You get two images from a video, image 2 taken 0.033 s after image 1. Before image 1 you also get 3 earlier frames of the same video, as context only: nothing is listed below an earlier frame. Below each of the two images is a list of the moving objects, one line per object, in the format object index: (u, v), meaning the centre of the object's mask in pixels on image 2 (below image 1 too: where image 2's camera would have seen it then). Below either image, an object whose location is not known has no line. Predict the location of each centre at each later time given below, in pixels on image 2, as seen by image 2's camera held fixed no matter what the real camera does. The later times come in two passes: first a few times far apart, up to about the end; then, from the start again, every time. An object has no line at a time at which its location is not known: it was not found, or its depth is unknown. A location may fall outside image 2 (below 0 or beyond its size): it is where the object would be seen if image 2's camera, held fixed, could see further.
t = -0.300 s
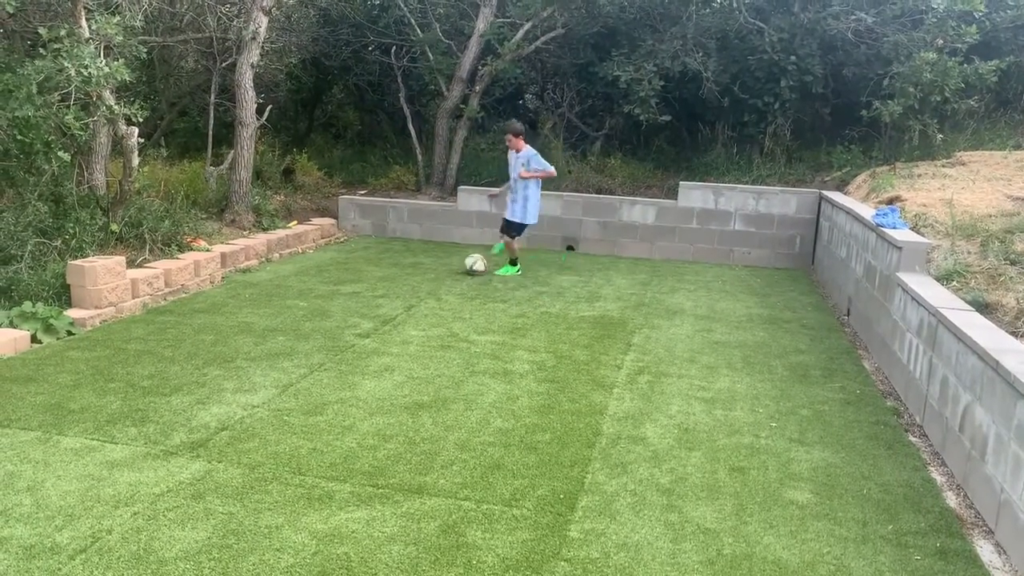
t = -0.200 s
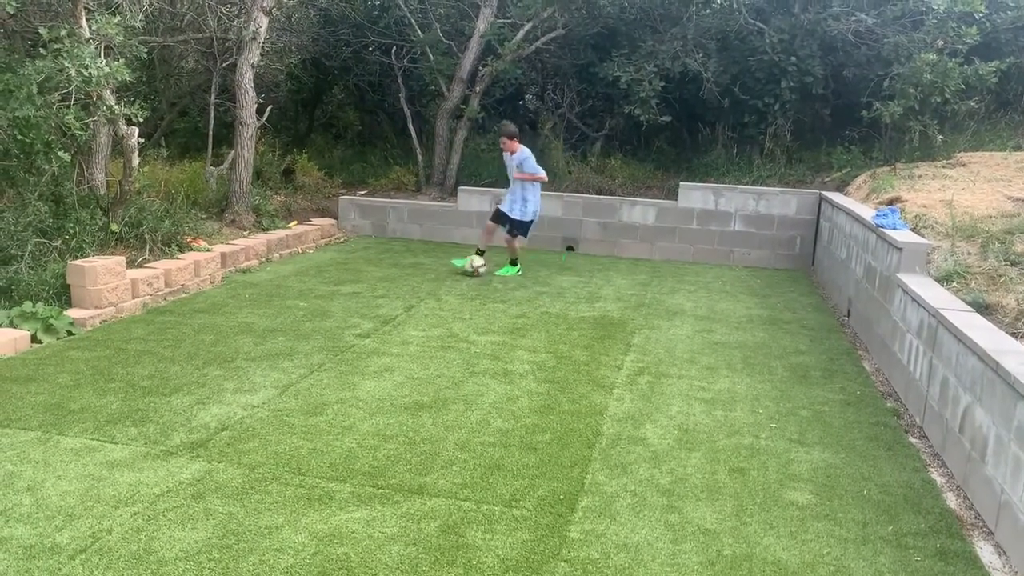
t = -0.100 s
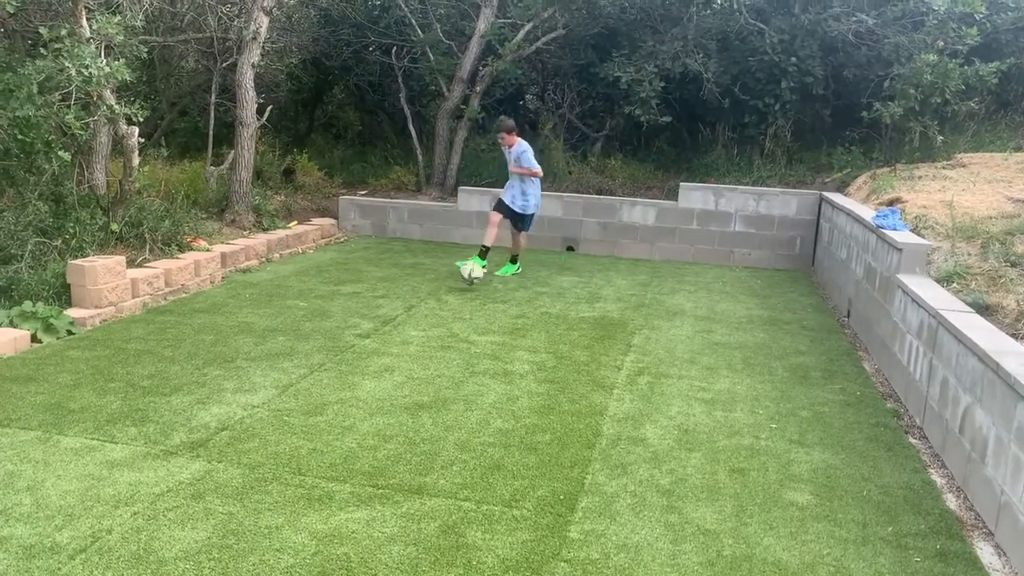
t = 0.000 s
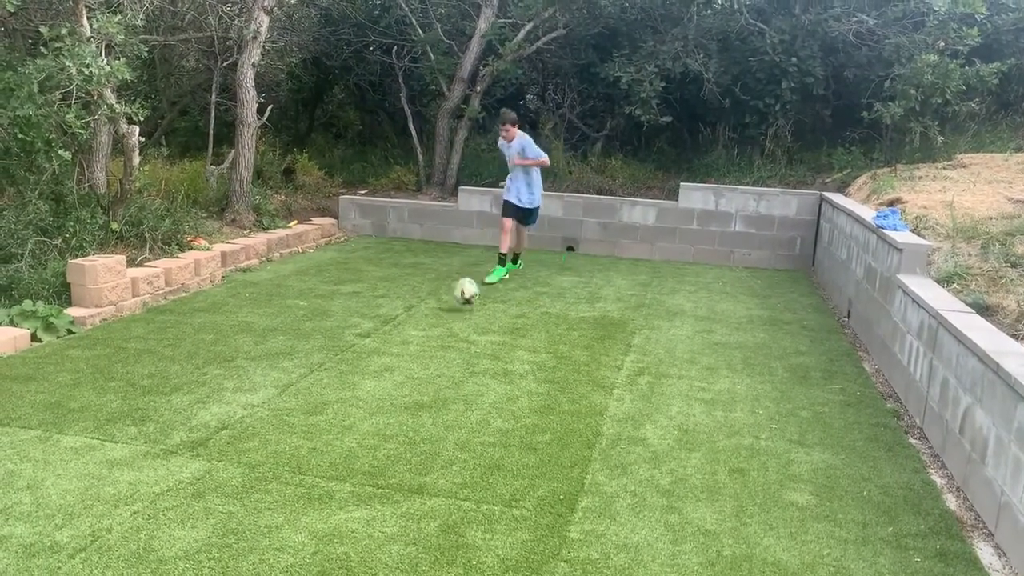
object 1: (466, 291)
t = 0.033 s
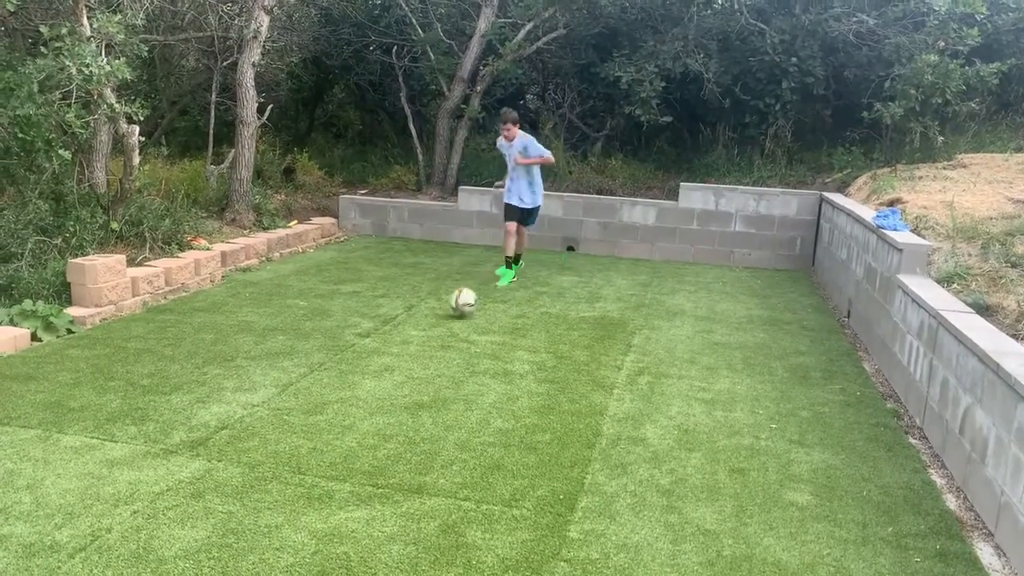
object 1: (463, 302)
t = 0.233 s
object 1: (449, 346)
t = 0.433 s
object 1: (426, 403)
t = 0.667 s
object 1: (383, 516)
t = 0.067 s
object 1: (460, 312)
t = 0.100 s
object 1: (459, 316)
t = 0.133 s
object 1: (456, 319)
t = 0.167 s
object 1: (454, 326)
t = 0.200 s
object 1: (452, 333)
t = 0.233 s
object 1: (449, 346)
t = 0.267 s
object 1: (445, 354)
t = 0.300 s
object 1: (442, 361)
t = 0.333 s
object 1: (440, 370)
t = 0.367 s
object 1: (435, 382)
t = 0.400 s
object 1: (430, 393)
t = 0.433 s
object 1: (426, 403)
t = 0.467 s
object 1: (421, 416)
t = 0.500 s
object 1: (417, 430)
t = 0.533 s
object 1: (410, 445)
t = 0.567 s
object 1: (405, 462)
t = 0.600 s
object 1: (400, 480)
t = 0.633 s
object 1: (392, 496)
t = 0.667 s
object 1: (383, 516)
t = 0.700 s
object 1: (376, 538)
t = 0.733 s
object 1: (368, 560)
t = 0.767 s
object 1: (357, 574)
